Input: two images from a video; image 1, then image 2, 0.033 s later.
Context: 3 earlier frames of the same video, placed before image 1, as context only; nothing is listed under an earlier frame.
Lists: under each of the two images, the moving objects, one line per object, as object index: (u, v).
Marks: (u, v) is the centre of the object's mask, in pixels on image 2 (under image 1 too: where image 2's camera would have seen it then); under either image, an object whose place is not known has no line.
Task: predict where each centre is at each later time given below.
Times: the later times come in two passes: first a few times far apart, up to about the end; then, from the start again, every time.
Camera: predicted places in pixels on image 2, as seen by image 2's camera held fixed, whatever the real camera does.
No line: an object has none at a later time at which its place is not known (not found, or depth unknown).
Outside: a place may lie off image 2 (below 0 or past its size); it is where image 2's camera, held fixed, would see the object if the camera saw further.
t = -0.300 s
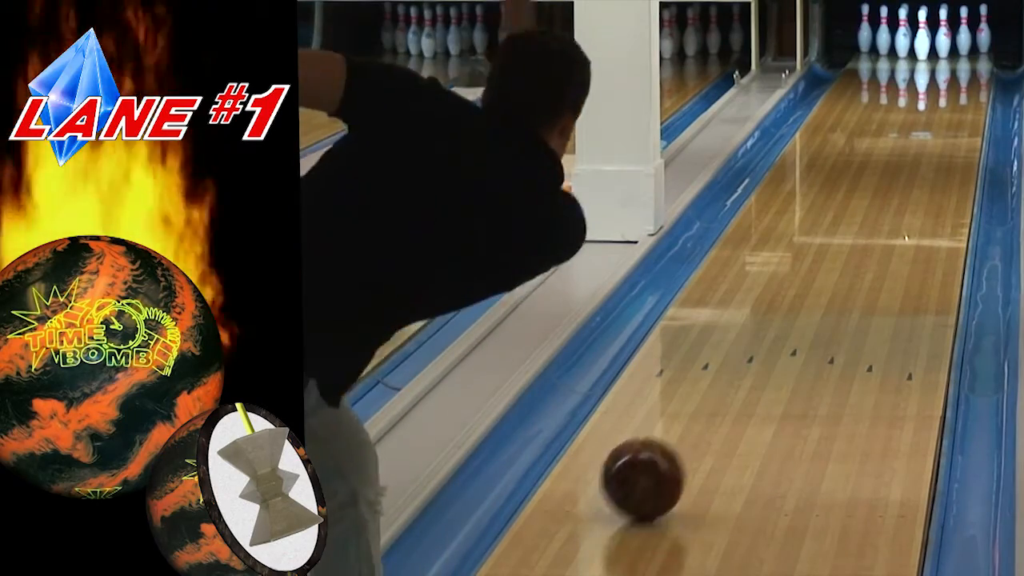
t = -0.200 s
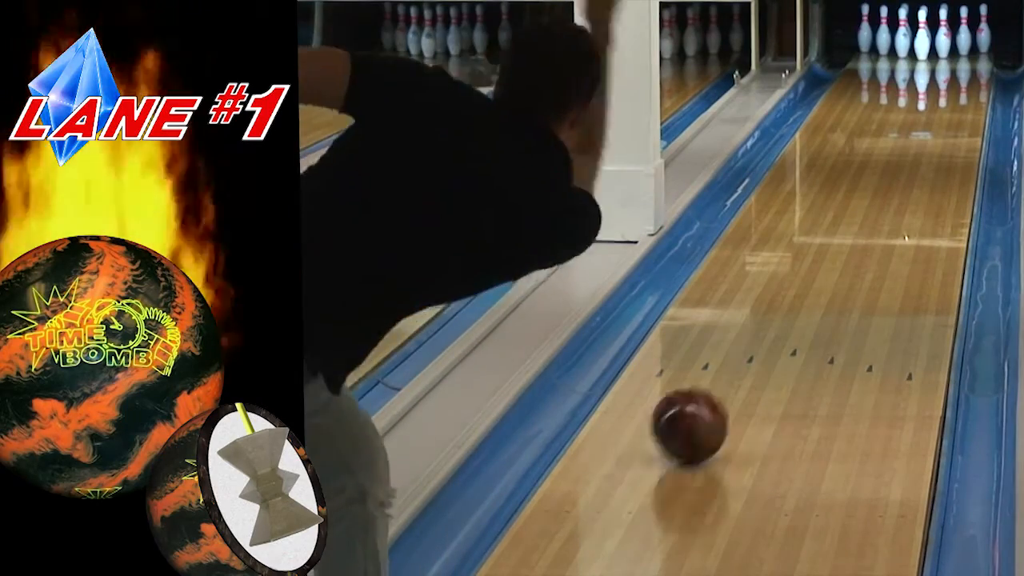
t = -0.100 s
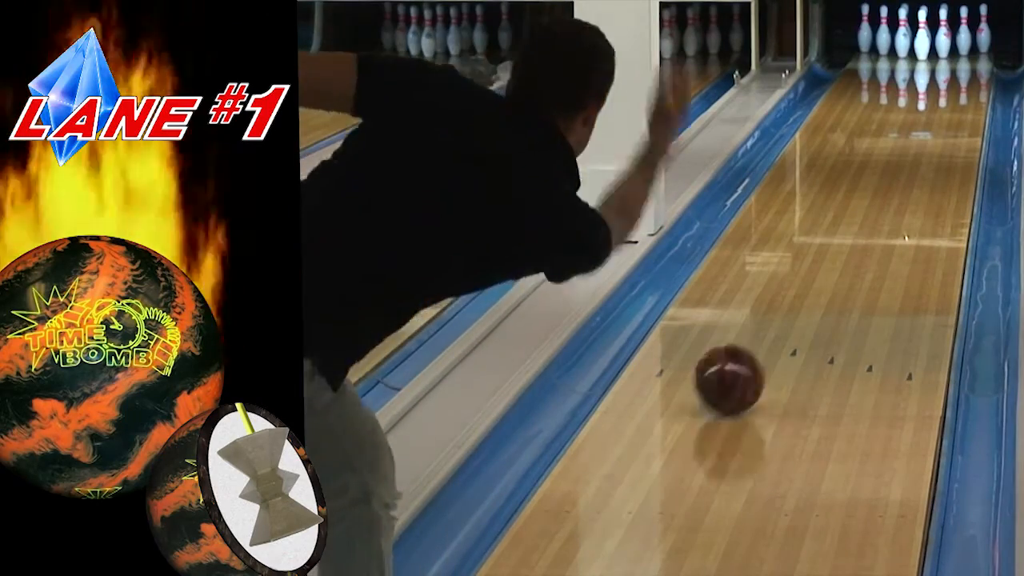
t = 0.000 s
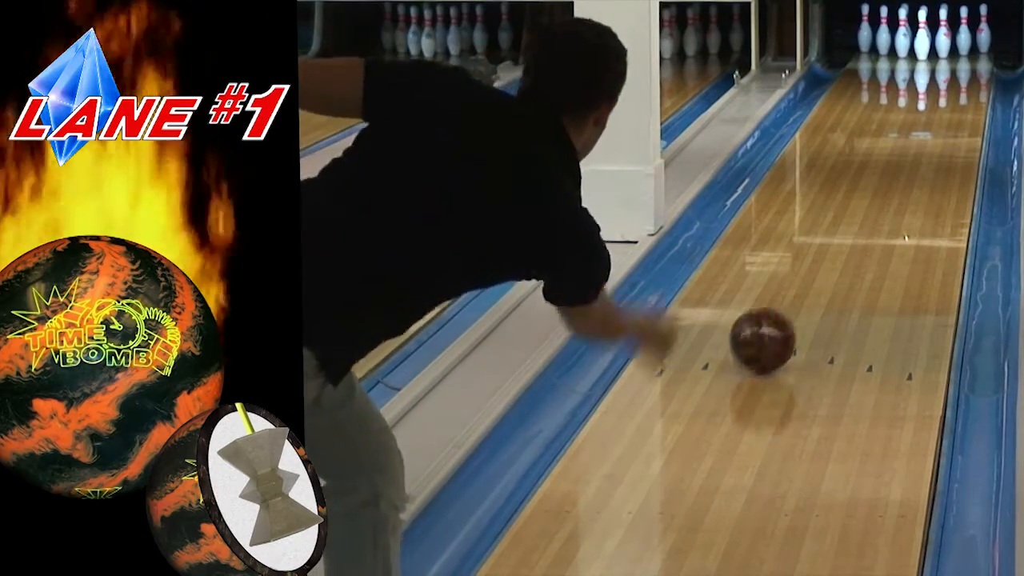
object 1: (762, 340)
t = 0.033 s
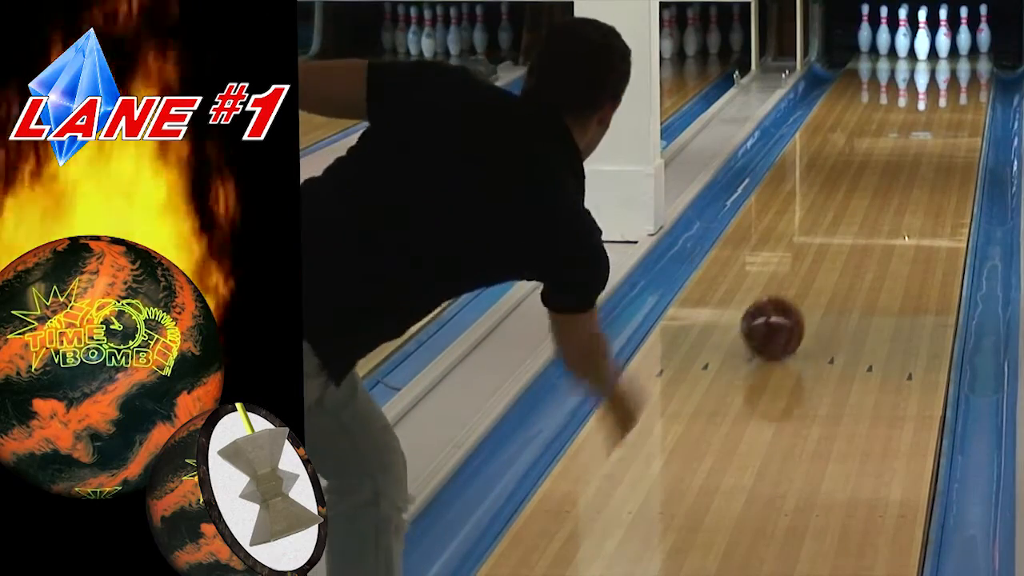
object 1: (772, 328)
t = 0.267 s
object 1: (831, 257)
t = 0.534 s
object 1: (879, 198)
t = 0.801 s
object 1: (913, 152)
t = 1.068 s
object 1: (936, 117)
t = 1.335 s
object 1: (948, 88)
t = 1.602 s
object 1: (945, 67)
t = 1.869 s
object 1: (931, 48)
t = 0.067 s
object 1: (782, 317)
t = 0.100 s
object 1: (791, 306)
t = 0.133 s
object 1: (800, 295)
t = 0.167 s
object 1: (808, 285)
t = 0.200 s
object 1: (816, 275)
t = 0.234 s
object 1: (824, 266)
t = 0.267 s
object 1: (831, 257)
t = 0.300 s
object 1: (838, 249)
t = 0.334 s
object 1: (845, 241)
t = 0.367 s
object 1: (851, 233)
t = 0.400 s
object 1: (857, 225)
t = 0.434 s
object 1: (863, 218)
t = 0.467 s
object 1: (868, 211)
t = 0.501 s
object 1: (874, 205)
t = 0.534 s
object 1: (879, 198)
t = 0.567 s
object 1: (884, 192)
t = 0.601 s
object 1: (888, 186)
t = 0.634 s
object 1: (893, 180)
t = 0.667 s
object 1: (898, 173)
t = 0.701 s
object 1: (902, 168)
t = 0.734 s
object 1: (906, 162)
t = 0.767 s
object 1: (910, 157)
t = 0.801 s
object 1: (913, 152)
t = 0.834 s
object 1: (917, 148)
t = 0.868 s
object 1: (920, 143)
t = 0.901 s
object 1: (923, 138)
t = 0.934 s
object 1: (926, 133)
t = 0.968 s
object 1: (929, 129)
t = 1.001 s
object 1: (931, 125)
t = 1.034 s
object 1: (934, 121)
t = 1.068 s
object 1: (936, 117)
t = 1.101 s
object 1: (939, 113)
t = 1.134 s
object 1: (940, 110)
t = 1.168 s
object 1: (942, 107)
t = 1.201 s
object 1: (944, 103)
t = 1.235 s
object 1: (945, 98)
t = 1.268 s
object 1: (945, 95)
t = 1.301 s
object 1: (946, 92)
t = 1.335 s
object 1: (948, 88)
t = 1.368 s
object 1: (947, 86)
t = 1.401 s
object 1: (948, 83)
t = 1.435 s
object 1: (947, 80)
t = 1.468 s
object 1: (948, 77)
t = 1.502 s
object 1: (948, 74)
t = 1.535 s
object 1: (947, 72)
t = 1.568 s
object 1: (947, 69)
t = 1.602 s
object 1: (945, 67)
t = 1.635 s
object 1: (944, 64)
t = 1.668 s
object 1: (943, 62)
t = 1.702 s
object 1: (941, 60)
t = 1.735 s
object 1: (940, 56)
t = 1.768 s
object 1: (937, 54)
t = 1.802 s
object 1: (935, 52)
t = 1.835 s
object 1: (934, 50)
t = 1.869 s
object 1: (931, 48)
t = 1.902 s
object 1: (932, 47)
